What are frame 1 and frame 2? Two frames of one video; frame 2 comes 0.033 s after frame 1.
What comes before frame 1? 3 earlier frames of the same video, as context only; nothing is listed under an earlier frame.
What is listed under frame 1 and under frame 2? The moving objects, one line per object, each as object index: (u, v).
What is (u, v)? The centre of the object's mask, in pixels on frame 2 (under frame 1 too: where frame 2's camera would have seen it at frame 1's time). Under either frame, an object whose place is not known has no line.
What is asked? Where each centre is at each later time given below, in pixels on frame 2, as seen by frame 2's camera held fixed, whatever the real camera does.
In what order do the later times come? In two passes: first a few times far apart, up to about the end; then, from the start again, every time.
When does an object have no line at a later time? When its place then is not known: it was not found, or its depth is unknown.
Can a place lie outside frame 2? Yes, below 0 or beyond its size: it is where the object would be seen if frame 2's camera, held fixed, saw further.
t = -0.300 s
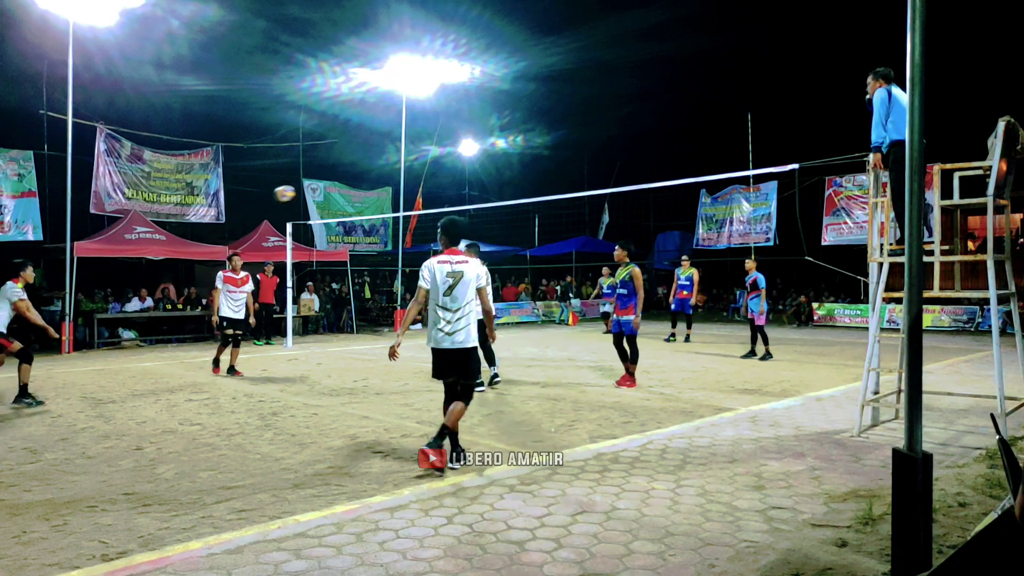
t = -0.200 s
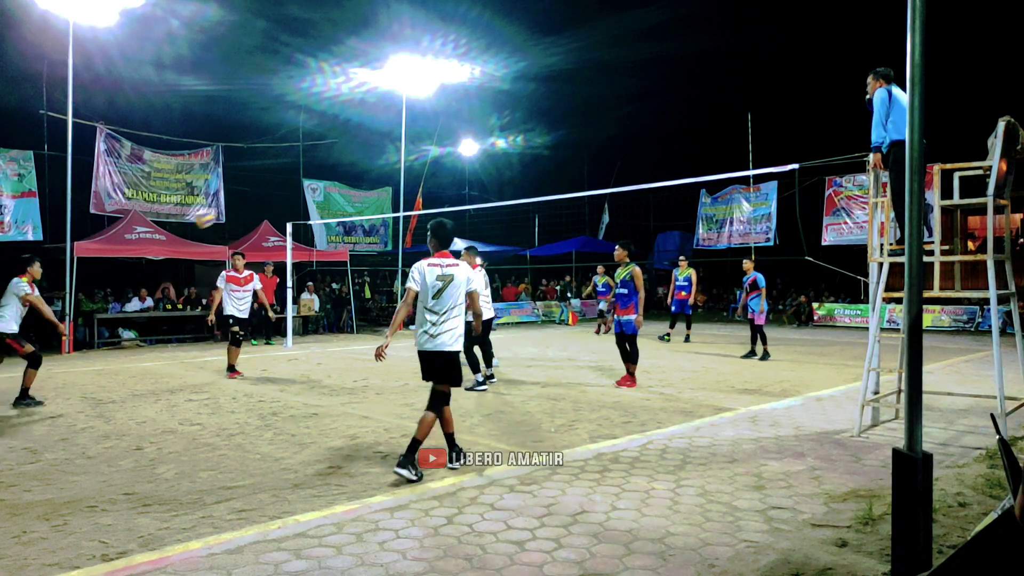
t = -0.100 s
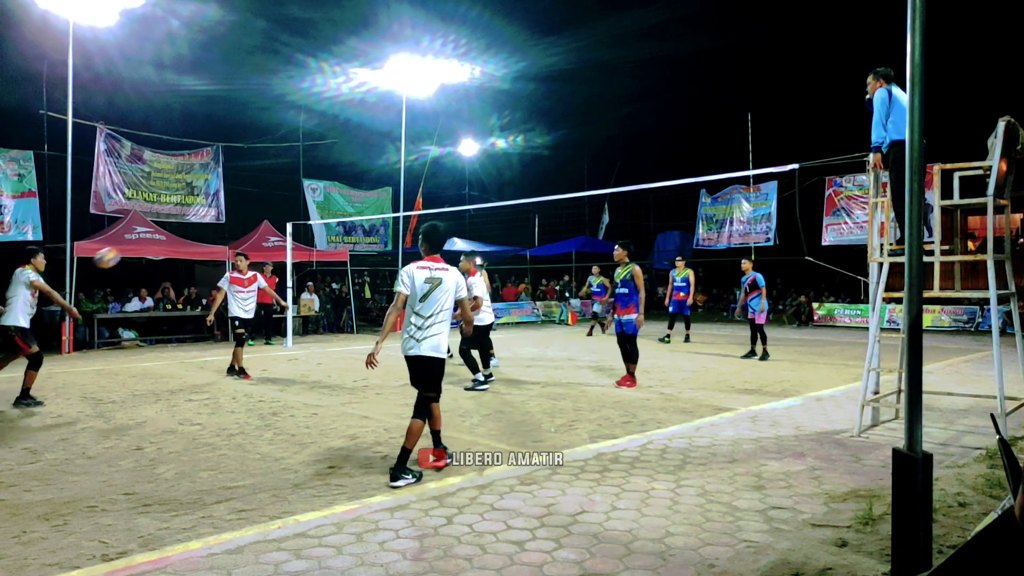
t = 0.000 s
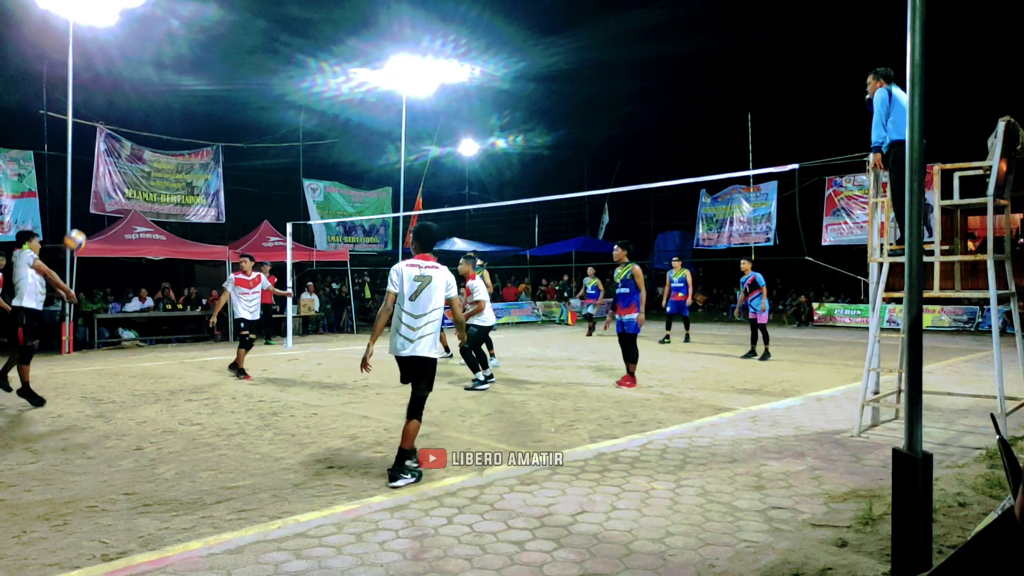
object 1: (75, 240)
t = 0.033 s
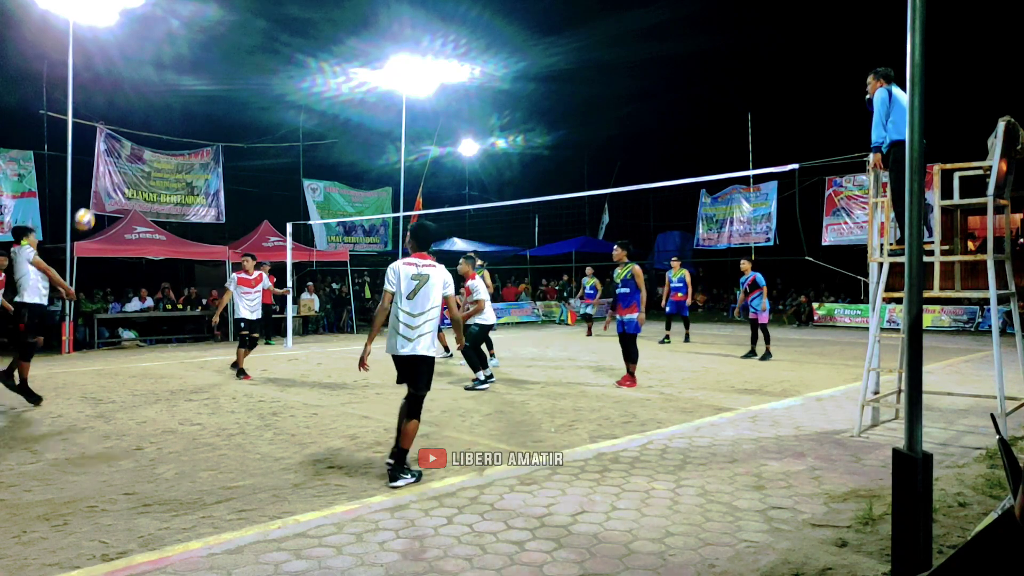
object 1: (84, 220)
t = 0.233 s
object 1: (138, 115)
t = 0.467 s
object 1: (203, 34)
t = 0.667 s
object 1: (255, 8)
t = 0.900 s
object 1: (316, 18)
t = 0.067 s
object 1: (92, 200)
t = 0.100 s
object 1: (100, 182)
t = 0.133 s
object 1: (109, 162)
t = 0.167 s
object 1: (119, 147)
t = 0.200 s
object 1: (129, 130)
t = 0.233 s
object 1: (138, 115)
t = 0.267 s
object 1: (151, 94)
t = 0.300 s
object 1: (160, 81)
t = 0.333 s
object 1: (169, 70)
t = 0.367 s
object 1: (177, 60)
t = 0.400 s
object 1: (186, 51)
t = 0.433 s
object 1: (195, 42)
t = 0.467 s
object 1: (203, 34)
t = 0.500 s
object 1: (212, 27)
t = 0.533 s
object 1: (221, 21)
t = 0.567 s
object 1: (229, 16)
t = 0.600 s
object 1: (238, 12)
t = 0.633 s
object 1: (246, 9)
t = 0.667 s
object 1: (255, 8)
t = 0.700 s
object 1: (264, 8)
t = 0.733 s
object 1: (273, 8)
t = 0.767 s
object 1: (281, 8)
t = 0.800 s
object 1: (290, 9)
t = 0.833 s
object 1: (298, 10)
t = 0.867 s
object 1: (307, 14)
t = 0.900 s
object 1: (316, 18)
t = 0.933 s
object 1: (324, 24)
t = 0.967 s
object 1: (333, 30)
